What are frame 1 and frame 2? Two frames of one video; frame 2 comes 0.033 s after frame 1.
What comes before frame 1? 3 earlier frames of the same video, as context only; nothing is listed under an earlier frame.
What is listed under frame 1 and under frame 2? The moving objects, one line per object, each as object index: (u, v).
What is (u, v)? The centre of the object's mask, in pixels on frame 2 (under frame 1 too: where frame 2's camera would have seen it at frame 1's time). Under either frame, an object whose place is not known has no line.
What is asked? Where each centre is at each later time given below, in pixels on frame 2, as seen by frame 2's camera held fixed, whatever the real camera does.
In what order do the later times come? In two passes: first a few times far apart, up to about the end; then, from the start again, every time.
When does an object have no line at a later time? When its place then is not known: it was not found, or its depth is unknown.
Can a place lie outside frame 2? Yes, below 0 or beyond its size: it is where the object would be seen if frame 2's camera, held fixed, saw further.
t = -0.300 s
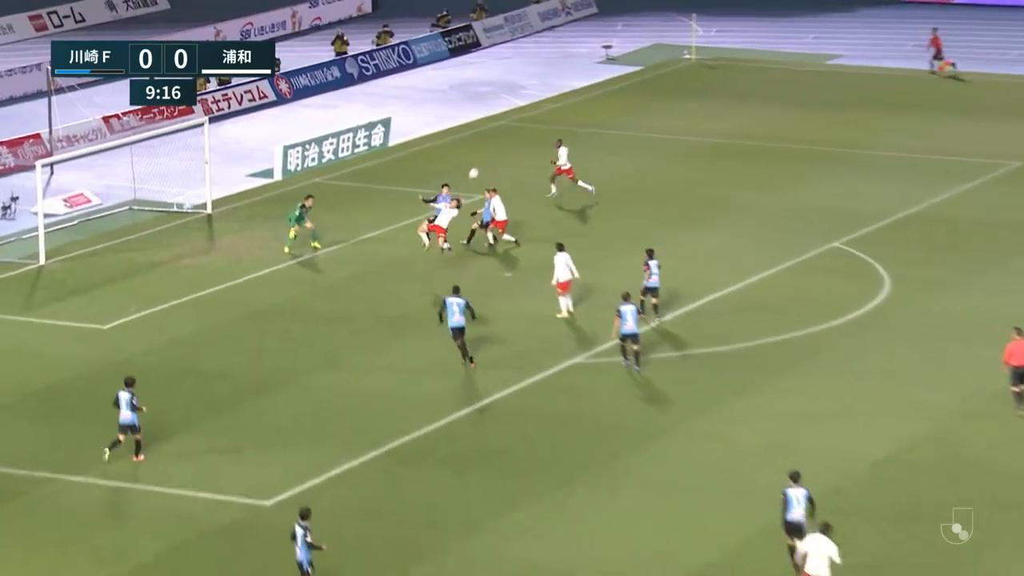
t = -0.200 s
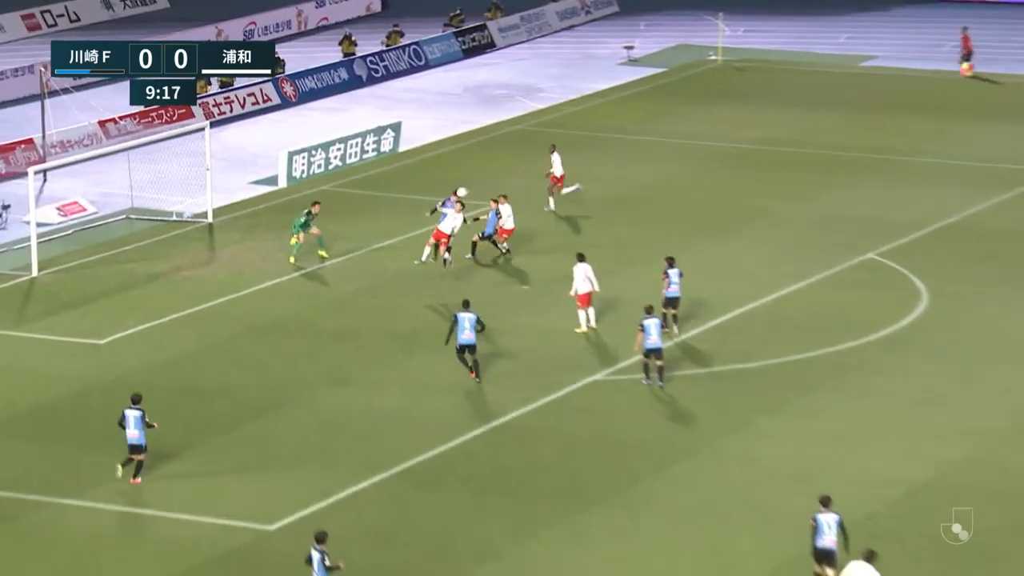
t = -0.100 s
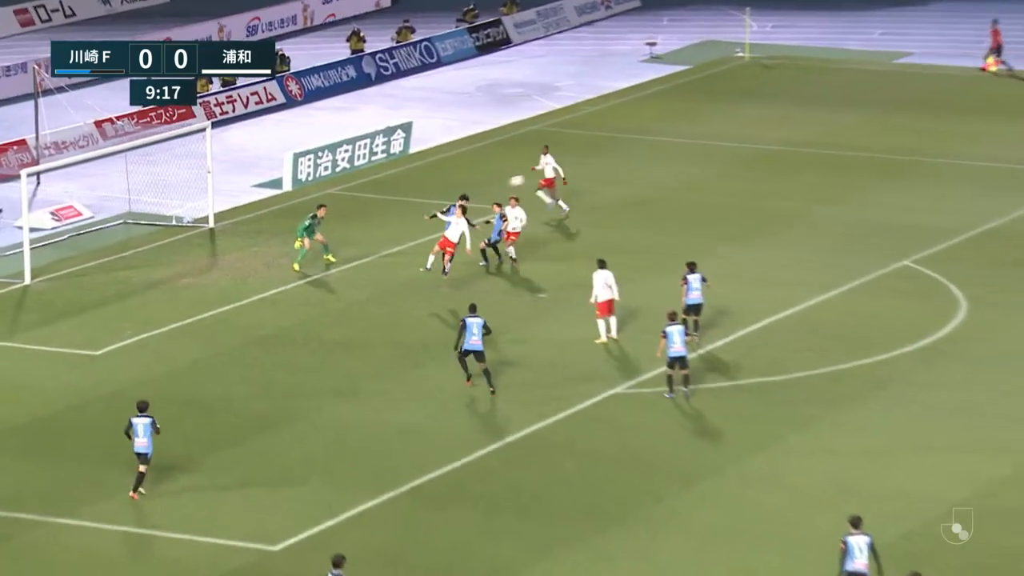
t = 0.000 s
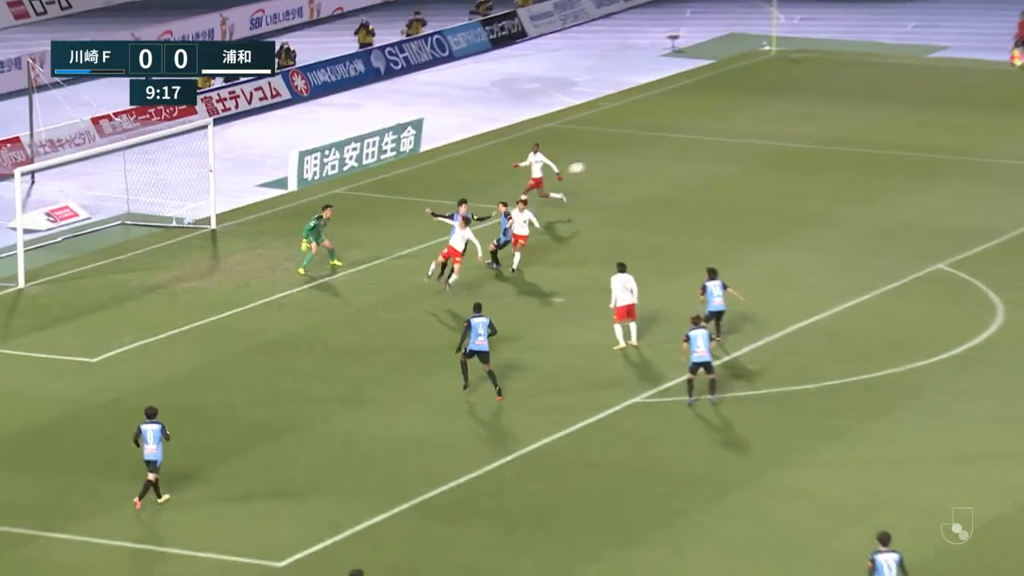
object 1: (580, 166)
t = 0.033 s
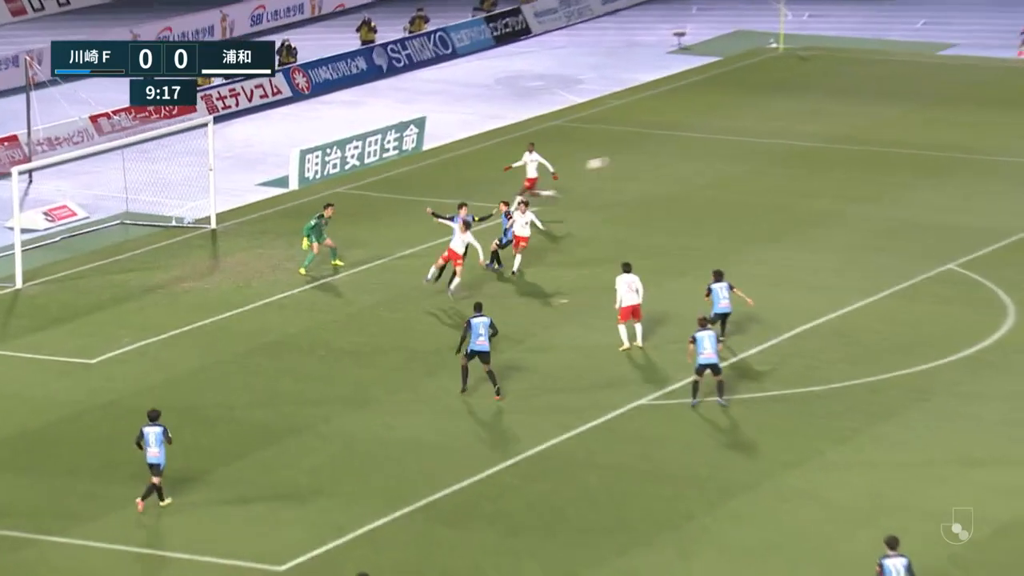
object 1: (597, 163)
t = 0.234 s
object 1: (689, 152)
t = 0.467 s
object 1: (791, 163)
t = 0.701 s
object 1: (885, 199)
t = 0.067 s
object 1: (611, 161)
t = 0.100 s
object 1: (628, 158)
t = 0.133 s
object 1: (644, 155)
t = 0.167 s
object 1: (657, 154)
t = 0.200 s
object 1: (675, 153)
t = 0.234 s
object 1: (689, 152)
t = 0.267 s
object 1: (704, 152)
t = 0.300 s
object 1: (718, 153)
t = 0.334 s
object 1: (732, 154)
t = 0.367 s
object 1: (746, 156)
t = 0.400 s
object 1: (761, 158)
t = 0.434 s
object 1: (774, 160)
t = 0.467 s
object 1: (791, 163)
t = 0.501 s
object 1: (804, 167)
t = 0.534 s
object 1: (818, 171)
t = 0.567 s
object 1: (832, 175)
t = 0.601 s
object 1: (846, 181)
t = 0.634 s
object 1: (859, 186)
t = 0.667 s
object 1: (872, 192)
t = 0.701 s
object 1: (885, 199)
